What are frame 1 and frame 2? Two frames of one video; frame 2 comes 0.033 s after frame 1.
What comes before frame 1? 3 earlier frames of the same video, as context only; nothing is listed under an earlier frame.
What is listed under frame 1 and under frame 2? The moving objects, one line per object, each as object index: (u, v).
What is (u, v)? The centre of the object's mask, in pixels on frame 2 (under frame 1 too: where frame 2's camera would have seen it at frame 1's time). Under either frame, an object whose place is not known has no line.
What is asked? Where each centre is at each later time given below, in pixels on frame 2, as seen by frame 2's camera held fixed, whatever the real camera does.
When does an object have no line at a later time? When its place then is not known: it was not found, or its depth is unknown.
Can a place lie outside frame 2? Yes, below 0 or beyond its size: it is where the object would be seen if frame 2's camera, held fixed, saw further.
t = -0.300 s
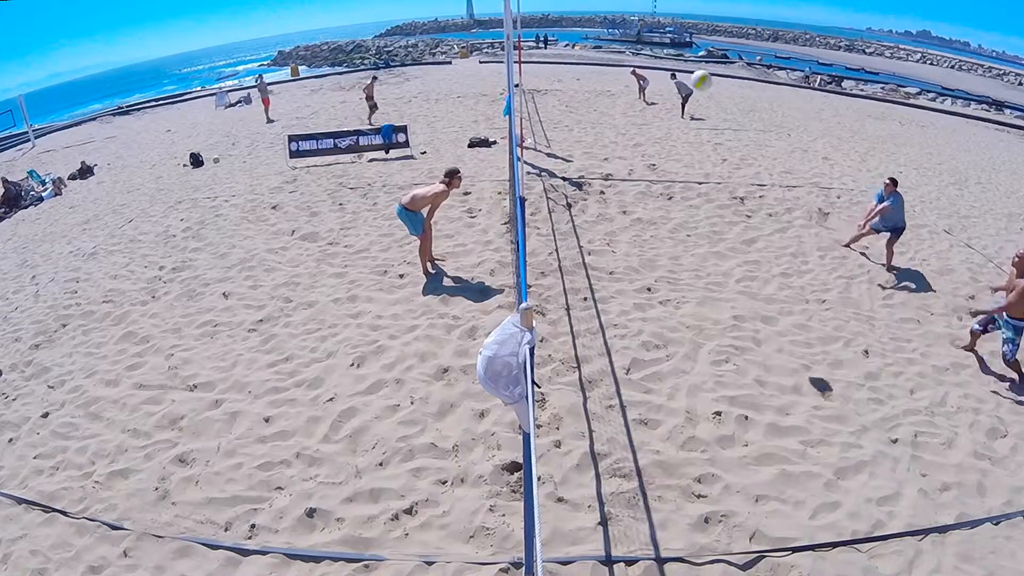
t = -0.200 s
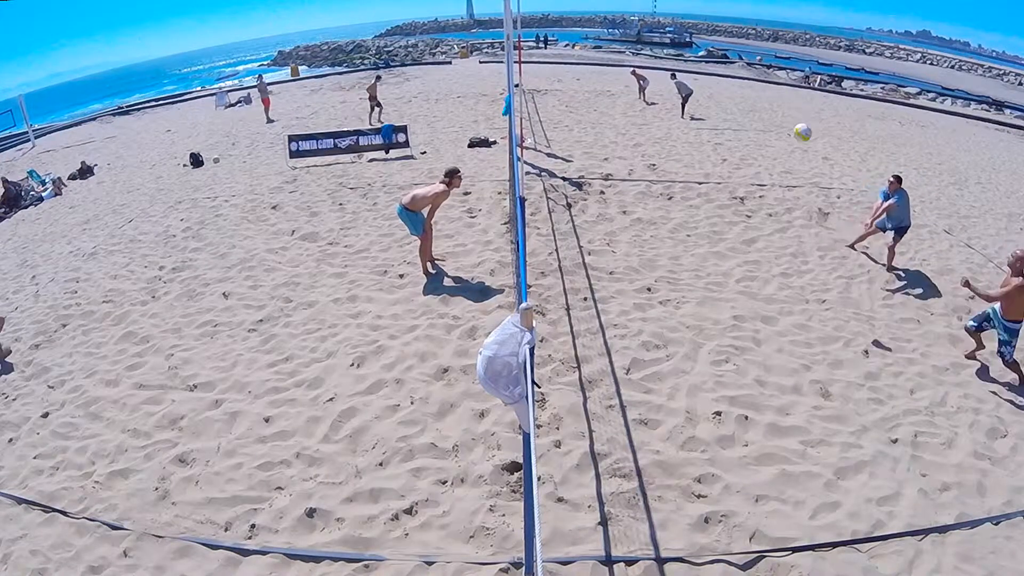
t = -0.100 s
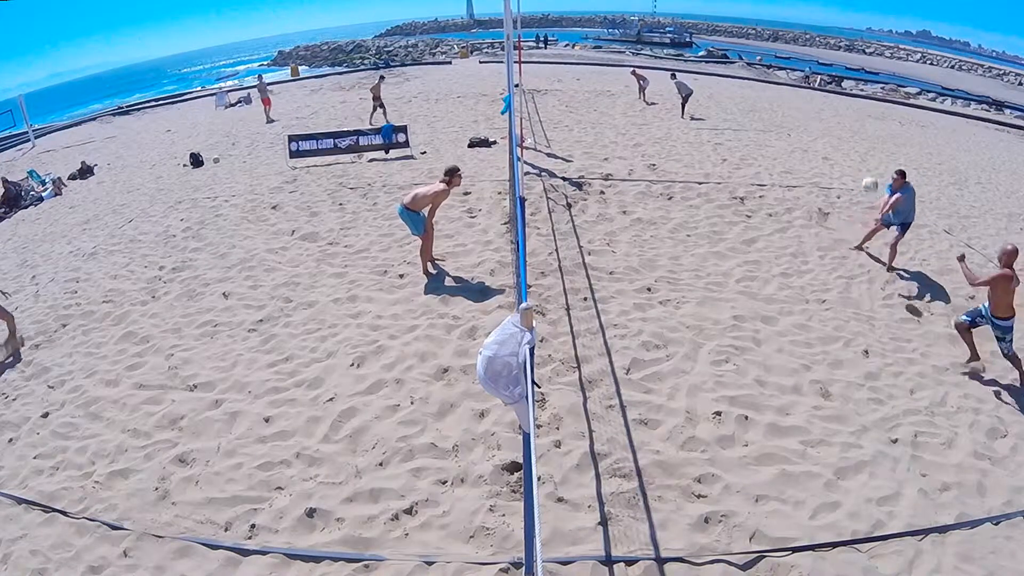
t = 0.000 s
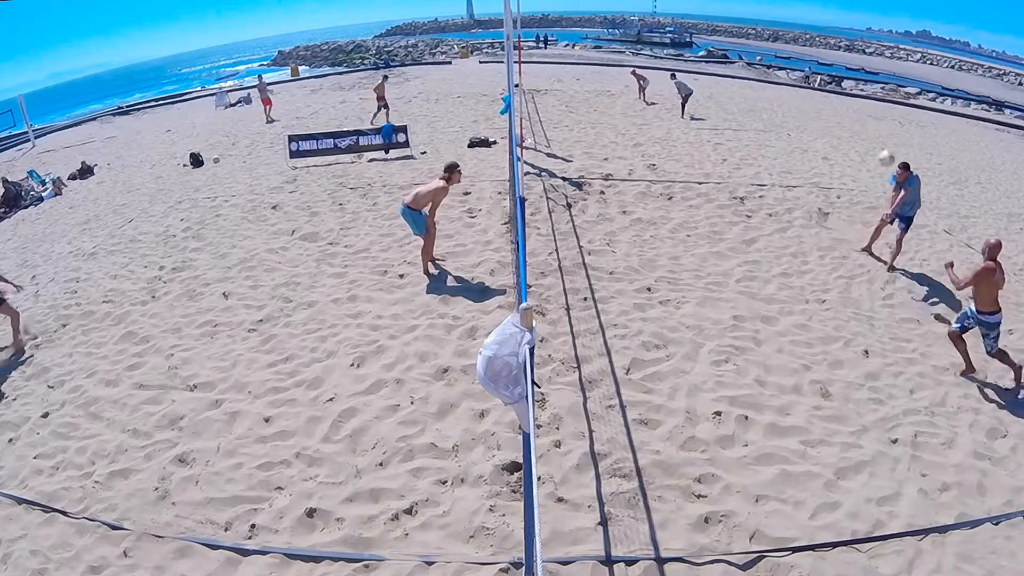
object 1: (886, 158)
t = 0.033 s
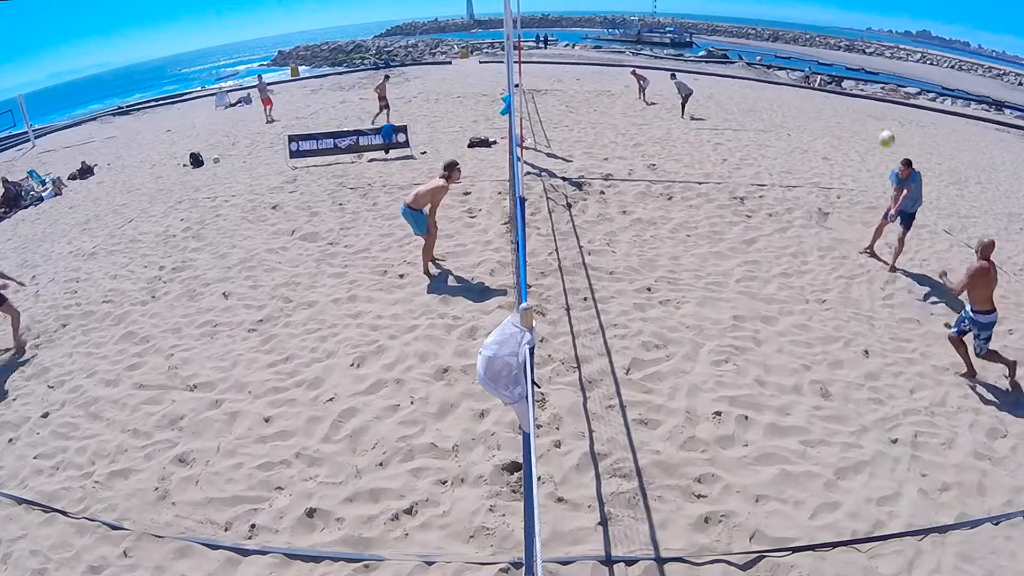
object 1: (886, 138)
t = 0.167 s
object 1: (883, 64)
